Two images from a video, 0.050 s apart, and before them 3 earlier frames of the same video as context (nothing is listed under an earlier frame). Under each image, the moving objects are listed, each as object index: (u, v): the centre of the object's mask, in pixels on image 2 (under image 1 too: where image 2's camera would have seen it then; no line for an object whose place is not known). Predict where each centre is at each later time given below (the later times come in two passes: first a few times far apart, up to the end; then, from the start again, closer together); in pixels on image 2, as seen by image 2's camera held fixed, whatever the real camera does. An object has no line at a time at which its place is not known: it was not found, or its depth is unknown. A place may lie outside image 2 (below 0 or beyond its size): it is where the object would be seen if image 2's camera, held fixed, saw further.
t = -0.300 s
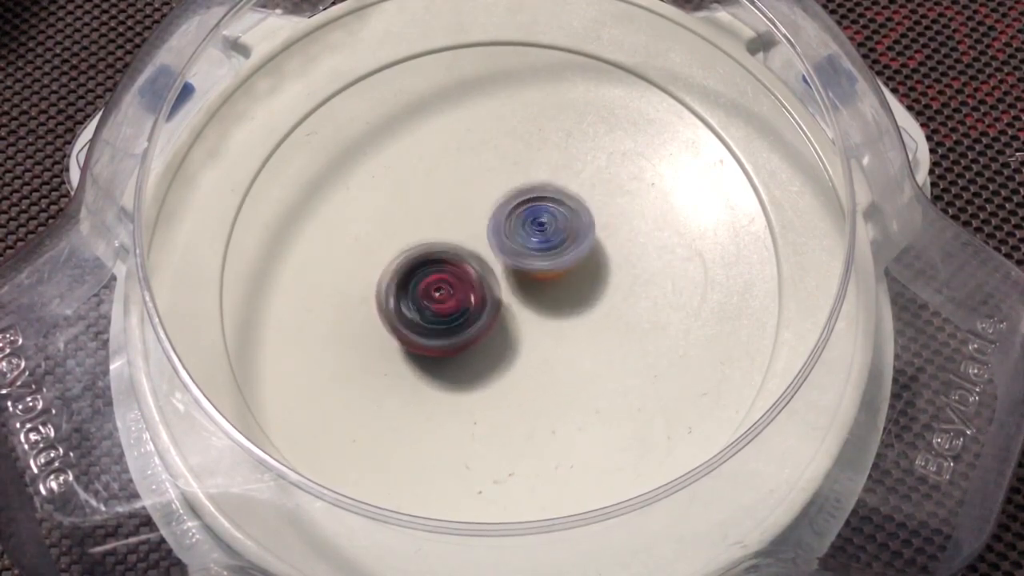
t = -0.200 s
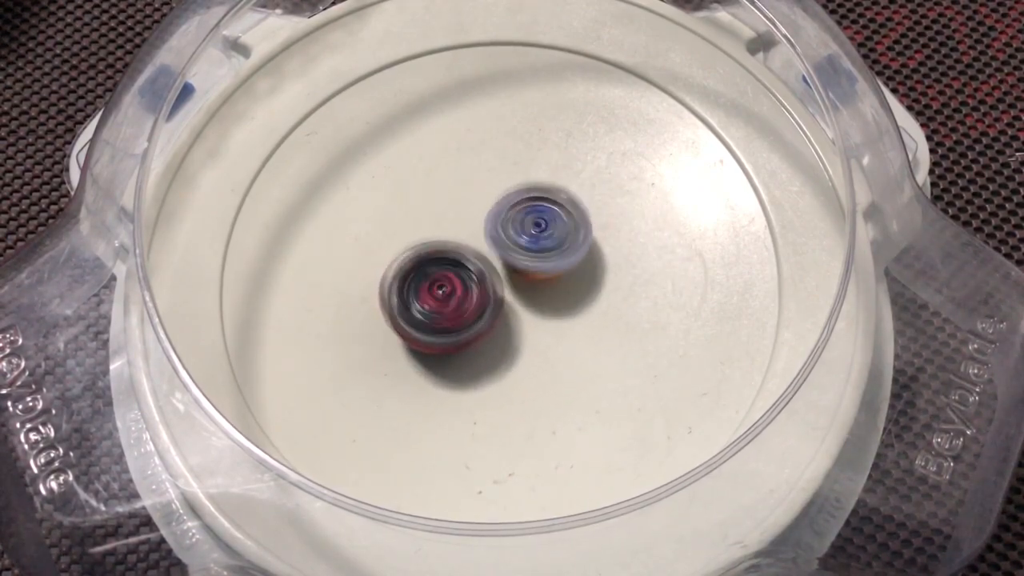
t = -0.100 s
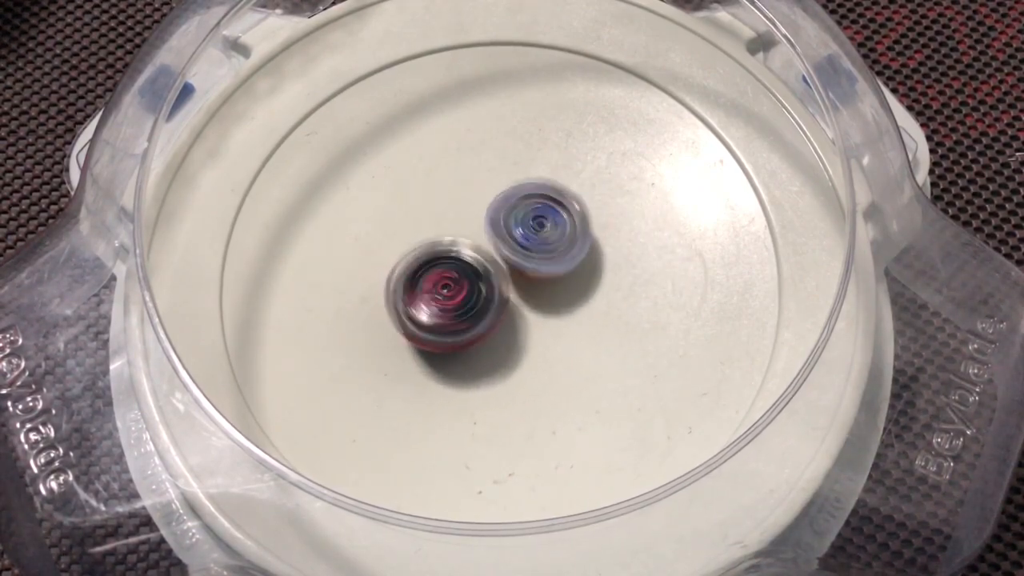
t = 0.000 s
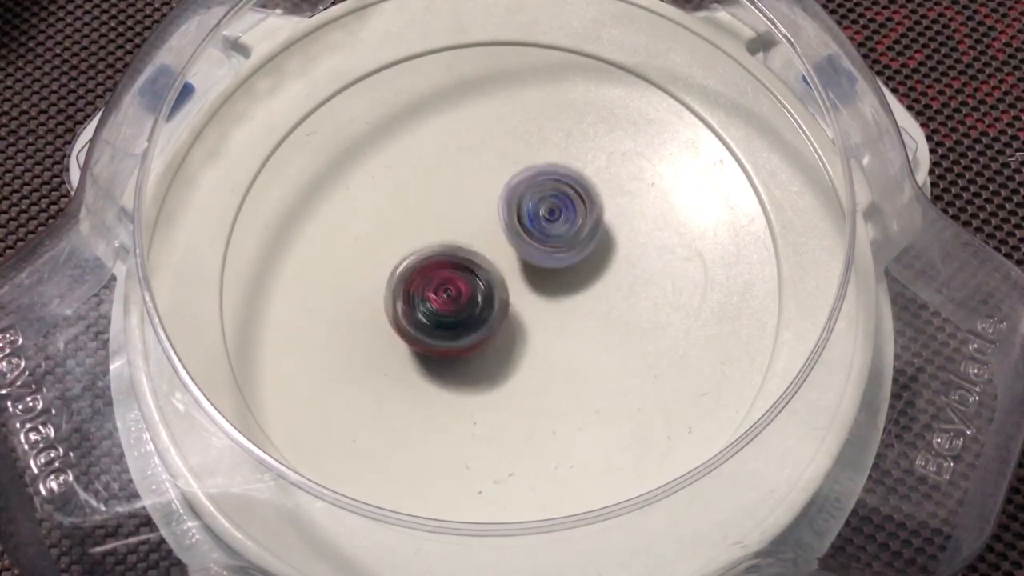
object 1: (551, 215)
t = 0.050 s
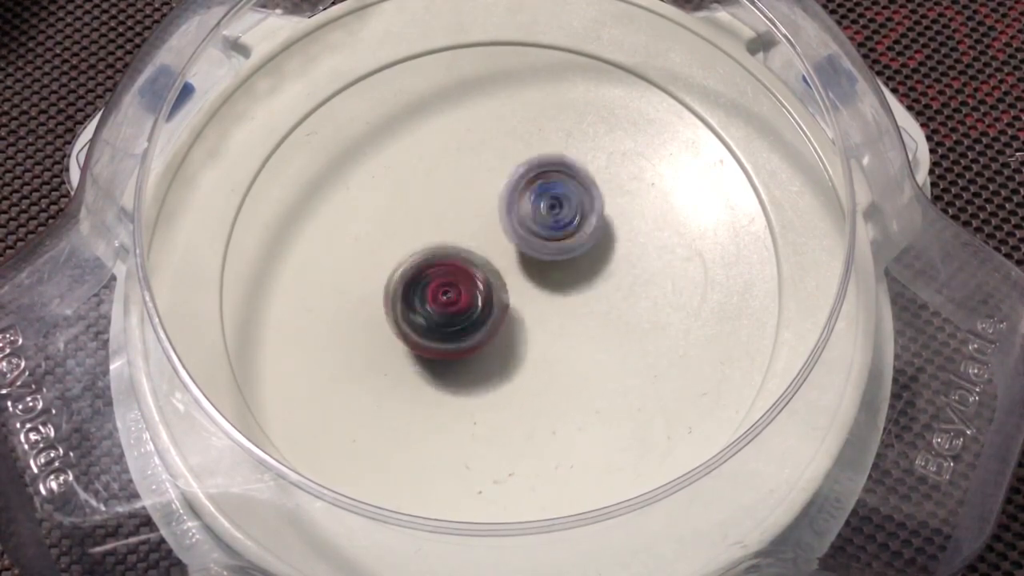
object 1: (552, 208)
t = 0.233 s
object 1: (544, 205)
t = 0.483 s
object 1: (555, 199)
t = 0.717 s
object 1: (541, 196)
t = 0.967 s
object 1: (543, 176)
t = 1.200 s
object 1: (522, 184)
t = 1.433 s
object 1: (519, 189)
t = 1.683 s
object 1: (504, 201)
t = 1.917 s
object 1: (498, 193)
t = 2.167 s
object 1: (501, 192)
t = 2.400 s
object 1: (484, 183)
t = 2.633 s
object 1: (469, 219)
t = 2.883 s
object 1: (425, 219)
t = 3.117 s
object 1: (398, 201)
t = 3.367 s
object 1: (422, 226)
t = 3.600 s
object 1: (363, 261)
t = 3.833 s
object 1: (341, 268)
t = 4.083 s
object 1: (385, 285)
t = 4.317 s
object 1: (397, 301)
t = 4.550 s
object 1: (411, 312)
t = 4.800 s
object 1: (440, 318)
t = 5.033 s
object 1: (420, 321)
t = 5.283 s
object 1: (431, 314)
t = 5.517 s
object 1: (421, 313)
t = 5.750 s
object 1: (452, 311)
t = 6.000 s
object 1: (465, 341)
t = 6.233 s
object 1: (470, 327)
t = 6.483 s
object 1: (479, 326)
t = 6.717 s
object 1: (467, 322)
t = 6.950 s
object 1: (467, 322)
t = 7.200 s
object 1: (467, 322)
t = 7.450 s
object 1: (467, 322)
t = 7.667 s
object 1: (467, 322)
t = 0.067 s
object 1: (552, 207)
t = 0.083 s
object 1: (552, 205)
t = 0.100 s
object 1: (553, 205)
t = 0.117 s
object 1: (554, 205)
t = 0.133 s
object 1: (554, 208)
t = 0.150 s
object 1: (551, 208)
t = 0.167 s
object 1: (550, 207)
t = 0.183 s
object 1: (550, 207)
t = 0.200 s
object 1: (547, 208)
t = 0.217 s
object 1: (546, 206)
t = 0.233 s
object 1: (544, 205)
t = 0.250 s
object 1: (544, 205)
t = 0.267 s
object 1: (542, 205)
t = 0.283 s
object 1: (542, 204)
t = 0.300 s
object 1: (540, 202)
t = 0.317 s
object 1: (542, 202)
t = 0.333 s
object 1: (539, 203)
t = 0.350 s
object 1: (542, 205)
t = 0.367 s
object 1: (545, 200)
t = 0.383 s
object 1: (552, 198)
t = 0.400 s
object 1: (551, 196)
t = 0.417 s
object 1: (555, 195)
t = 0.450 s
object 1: (559, 197)
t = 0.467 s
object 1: (555, 198)
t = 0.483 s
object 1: (555, 199)
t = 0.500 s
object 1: (551, 199)
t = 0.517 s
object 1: (550, 201)
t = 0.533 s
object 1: (545, 199)
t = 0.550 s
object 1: (545, 198)
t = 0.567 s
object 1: (544, 195)
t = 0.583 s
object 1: (545, 197)
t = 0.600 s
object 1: (542, 195)
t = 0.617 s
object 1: (544, 196)
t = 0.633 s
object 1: (543, 194)
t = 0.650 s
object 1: (544, 196)
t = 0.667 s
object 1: (541, 194)
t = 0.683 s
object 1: (542, 195)
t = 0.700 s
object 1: (541, 194)
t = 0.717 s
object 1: (541, 196)
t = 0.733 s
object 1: (539, 193)
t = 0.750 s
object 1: (540, 194)
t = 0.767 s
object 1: (539, 193)
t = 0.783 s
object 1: (540, 194)
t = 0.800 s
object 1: (542, 188)
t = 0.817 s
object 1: (547, 188)
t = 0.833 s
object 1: (547, 184)
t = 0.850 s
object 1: (548, 184)
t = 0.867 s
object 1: (547, 181)
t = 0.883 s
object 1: (548, 181)
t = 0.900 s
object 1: (546, 179)
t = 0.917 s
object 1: (544, 179)
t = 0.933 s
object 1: (543, 176)
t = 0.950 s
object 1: (543, 177)
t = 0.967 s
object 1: (543, 176)
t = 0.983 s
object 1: (543, 178)
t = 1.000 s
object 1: (541, 178)
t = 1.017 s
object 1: (539, 180)
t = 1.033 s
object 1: (537, 180)
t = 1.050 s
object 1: (535, 182)
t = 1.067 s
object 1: (532, 181)
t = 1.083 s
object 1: (530, 183)
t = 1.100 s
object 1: (529, 182)
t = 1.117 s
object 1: (527, 184)
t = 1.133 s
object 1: (525, 182)
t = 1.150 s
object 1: (524, 184)
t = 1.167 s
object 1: (523, 182)
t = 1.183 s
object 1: (522, 185)
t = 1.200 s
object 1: (522, 184)
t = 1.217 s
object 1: (524, 187)
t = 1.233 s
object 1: (522, 186)
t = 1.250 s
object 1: (522, 189)
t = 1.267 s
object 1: (521, 187)
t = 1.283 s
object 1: (523, 187)
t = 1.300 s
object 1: (522, 186)
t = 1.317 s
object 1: (526, 187)
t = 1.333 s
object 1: (524, 187)
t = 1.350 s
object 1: (527, 189)
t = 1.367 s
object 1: (523, 190)
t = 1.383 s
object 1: (524, 191)
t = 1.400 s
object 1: (520, 191)
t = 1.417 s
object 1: (521, 193)
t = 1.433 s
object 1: (519, 189)
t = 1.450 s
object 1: (523, 189)
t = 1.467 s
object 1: (521, 187)
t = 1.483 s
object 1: (524, 187)
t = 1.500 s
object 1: (523, 188)
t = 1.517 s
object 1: (525, 190)
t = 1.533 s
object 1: (523, 193)
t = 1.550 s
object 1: (523, 194)
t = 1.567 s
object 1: (520, 197)
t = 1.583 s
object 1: (518, 199)
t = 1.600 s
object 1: (514, 199)
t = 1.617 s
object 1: (512, 199)
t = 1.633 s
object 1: (509, 199)
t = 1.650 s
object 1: (508, 200)
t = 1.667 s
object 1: (504, 200)
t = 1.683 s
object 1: (504, 201)
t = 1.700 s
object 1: (501, 201)
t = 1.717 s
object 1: (501, 201)
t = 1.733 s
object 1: (498, 201)
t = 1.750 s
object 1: (501, 196)
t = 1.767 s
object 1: (500, 195)
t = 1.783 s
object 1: (502, 192)
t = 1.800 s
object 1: (501, 194)
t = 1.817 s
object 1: (501, 191)
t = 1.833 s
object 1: (501, 193)
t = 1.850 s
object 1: (500, 192)
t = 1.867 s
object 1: (501, 194)
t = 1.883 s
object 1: (500, 192)
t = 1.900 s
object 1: (501, 194)
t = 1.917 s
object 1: (498, 193)
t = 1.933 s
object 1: (500, 195)
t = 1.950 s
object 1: (496, 195)
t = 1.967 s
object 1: (499, 196)
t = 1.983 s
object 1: (496, 194)
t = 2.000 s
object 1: (498, 193)
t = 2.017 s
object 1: (496, 192)
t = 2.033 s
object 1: (500, 190)
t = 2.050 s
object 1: (499, 191)
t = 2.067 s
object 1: (502, 192)
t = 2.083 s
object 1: (501, 193)
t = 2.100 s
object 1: (501, 191)
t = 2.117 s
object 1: (502, 192)
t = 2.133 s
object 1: (502, 190)
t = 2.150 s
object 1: (503, 192)
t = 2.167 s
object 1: (501, 192)
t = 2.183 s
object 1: (502, 193)
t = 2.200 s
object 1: (499, 194)
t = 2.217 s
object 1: (498, 190)
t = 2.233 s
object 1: (494, 184)
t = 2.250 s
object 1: (493, 179)
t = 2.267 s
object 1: (490, 177)
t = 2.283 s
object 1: (489, 175)
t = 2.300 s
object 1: (488, 174)
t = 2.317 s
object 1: (488, 173)
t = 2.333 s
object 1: (488, 174)
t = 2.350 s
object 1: (488, 175)
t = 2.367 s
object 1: (488, 178)
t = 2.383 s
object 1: (486, 180)
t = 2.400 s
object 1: (484, 183)
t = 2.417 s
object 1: (482, 183)
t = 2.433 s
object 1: (482, 185)
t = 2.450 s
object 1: (480, 185)
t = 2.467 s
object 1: (483, 186)
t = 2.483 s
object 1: (482, 189)
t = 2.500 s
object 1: (484, 191)
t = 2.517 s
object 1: (481, 196)
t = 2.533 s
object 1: (481, 197)
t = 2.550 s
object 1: (479, 202)
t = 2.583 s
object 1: (478, 208)
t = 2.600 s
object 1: (475, 212)
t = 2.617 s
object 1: (474, 215)
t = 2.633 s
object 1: (469, 219)
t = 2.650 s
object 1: (469, 220)
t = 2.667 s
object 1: (463, 222)
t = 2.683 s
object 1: (461, 220)
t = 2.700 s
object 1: (456, 220)
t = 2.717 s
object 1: (450, 220)
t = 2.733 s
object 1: (448, 220)
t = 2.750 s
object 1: (441, 221)
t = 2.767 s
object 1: (442, 220)
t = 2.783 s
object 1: (436, 220)
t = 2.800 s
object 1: (436, 219)
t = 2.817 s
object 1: (431, 219)
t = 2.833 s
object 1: (429, 219)
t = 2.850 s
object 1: (429, 221)
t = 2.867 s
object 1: (423, 219)
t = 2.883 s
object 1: (425, 219)
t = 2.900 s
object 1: (421, 218)
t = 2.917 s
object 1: (423, 217)
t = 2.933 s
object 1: (422, 219)
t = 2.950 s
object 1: (421, 216)
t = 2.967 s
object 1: (421, 219)
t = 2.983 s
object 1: (420, 218)
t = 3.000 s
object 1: (421, 219)
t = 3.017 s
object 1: (419, 221)
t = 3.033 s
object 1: (420, 221)
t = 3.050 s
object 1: (419, 223)
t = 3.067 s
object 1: (412, 217)
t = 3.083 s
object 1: (406, 210)
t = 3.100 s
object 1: (399, 204)
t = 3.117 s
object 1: (398, 201)
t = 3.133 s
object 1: (394, 199)
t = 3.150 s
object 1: (395, 195)
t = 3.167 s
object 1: (399, 195)
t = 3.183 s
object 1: (401, 195)
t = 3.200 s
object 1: (408, 198)
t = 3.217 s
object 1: (408, 204)
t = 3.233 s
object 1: (410, 207)
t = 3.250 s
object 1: (413, 211)
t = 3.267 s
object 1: (414, 213)
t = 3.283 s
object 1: (415, 216)
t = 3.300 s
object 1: (416, 218)
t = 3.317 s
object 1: (417, 219)
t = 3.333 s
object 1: (417, 221)
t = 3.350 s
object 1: (420, 222)
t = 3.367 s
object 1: (422, 226)
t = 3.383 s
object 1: (423, 227)
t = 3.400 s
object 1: (428, 231)
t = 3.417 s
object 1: (429, 236)
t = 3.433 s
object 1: (433, 239)
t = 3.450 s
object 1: (435, 247)
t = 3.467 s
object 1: (437, 249)
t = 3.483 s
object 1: (438, 252)
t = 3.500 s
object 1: (422, 257)
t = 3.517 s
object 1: (410, 256)
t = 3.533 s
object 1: (401, 253)
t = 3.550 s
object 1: (386, 255)
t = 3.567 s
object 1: (376, 253)
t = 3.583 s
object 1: (371, 253)
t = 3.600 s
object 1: (363, 261)
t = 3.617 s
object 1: (356, 261)
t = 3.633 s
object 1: (354, 263)
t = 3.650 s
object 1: (345, 265)
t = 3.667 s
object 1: (341, 262)
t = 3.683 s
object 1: (341, 266)
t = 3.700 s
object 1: (336, 265)
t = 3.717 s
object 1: (334, 264)
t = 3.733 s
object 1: (335, 266)
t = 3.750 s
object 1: (331, 266)
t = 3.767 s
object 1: (331, 263)
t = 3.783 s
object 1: (335, 264)
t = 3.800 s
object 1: (334, 265)
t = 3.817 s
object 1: (336, 265)
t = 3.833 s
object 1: (341, 268)
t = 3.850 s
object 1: (343, 270)
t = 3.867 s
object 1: (345, 268)
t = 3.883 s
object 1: (350, 267)
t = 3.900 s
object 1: (354, 268)
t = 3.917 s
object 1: (358, 270)
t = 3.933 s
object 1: (365, 272)
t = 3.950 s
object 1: (370, 273)
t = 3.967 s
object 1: (376, 274)
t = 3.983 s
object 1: (382, 275)
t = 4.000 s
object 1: (392, 276)
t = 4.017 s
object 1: (394, 280)
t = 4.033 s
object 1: (387, 283)
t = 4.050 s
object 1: (383, 282)
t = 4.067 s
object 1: (385, 281)
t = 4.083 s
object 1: (385, 285)
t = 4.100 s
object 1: (383, 288)
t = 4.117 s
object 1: (386, 288)
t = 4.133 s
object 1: (388, 293)
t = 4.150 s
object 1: (384, 296)
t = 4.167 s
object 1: (385, 295)
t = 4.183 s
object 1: (387, 298)
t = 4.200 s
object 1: (384, 301)
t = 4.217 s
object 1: (386, 300)
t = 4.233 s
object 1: (389, 300)
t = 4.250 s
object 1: (387, 303)
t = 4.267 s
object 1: (388, 302)
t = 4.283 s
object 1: (393, 301)
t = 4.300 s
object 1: (395, 302)
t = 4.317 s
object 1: (397, 301)
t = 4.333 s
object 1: (403, 302)
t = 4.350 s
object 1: (410, 305)
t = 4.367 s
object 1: (409, 306)
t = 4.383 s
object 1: (410, 306)
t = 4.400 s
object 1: (412, 309)
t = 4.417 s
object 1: (411, 312)
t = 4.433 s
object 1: (411, 312)
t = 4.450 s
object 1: (412, 314)
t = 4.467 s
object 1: (412, 312)
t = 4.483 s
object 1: (414, 309)
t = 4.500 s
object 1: (419, 306)
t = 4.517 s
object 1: (420, 306)
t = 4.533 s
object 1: (415, 309)
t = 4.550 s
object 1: (411, 312)
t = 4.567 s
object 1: (406, 314)
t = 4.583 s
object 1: (404, 313)
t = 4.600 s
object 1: (407, 311)
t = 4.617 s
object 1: (409, 312)
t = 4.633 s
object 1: (408, 314)
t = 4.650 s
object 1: (410, 312)
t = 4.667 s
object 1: (416, 313)
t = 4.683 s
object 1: (417, 314)
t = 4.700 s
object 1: (417, 313)
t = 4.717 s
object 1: (421, 312)
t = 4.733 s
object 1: (428, 314)
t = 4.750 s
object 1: (430, 316)
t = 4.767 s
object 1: (434, 316)
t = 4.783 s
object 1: (438, 316)
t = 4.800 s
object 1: (440, 318)
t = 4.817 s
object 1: (440, 318)
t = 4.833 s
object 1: (437, 319)
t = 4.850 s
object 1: (434, 319)
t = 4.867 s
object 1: (431, 318)
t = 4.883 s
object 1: (430, 317)
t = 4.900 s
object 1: (430, 317)
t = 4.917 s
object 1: (427, 316)
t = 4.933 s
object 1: (425, 313)
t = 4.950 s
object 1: (428, 310)
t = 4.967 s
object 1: (429, 311)
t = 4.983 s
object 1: (425, 315)
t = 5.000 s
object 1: (423, 316)
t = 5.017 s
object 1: (423, 318)
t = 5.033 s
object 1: (420, 321)
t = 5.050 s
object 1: (416, 324)
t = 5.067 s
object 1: (416, 324)
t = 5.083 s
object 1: (419, 324)
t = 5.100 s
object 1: (417, 325)
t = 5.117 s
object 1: (415, 321)
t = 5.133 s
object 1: (418, 322)
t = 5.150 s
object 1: (421, 321)
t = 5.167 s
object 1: (422, 322)
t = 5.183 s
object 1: (421, 320)
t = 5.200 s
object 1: (421, 318)
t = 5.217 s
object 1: (425, 318)
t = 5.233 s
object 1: (427, 318)
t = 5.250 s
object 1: (427, 316)
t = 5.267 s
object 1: (430, 313)
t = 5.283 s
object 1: (431, 314)
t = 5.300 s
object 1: (426, 317)
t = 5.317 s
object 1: (423, 314)
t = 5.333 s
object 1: (424, 312)
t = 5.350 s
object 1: (425, 311)
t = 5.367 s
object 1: (423, 311)
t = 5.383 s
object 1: (422, 309)
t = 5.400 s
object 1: (422, 312)
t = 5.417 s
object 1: (420, 314)
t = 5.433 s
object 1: (416, 315)
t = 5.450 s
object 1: (417, 313)
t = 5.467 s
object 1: (420, 310)
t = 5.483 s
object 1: (423, 311)
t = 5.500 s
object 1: (423, 311)
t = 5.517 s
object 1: (421, 313)
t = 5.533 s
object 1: (425, 312)
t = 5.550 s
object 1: (429, 315)
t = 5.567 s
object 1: (430, 316)
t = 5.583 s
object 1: (430, 316)
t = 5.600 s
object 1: (430, 314)
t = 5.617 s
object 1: (432, 313)
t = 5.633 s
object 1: (432, 313)
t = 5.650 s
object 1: (434, 312)
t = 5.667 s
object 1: (436, 312)
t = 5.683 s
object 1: (438, 311)
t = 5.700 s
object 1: (441, 310)
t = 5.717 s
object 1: (444, 310)
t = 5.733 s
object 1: (448, 309)
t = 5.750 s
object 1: (452, 311)
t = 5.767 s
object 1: (455, 311)
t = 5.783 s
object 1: (459, 311)
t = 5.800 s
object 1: (463, 312)
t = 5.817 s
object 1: (466, 316)
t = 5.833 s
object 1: (466, 318)
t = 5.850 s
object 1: (465, 323)
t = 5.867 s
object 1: (463, 327)
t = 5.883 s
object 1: (463, 331)
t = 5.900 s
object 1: (461, 337)
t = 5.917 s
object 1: (459, 342)
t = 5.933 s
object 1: (457, 345)
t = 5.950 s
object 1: (458, 343)
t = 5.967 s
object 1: (461, 342)
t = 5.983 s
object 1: (464, 339)
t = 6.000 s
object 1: (465, 341)
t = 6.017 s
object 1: (464, 342)
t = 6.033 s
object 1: (463, 341)
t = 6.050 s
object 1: (464, 339)
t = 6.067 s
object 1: (466, 340)
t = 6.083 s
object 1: (469, 338)
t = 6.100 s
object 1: (468, 338)
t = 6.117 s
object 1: (466, 336)
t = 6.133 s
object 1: (464, 335)
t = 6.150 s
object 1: (463, 333)
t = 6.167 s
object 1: (463, 331)
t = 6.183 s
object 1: (465, 330)
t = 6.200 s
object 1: (466, 329)
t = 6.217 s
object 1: (468, 328)
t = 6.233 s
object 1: (470, 327)
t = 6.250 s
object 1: (470, 327)
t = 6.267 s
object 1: (471, 326)
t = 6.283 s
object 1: (472, 326)
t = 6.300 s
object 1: (473, 325)
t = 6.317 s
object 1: (474, 326)
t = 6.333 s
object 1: (474, 326)
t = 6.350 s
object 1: (474, 326)
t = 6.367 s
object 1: (475, 325)
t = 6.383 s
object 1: (474, 325)
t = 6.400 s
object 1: (474, 326)
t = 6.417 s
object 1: (474, 326)
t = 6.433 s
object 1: (476, 326)
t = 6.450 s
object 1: (478, 326)
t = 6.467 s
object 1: (479, 326)
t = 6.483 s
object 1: (479, 326)
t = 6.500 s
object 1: (480, 327)
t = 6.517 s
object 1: (480, 327)
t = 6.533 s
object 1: (479, 328)
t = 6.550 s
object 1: (479, 327)
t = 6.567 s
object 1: (478, 327)
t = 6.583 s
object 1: (477, 327)
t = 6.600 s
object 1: (475, 326)
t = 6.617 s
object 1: (473, 325)
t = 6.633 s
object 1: (471, 325)
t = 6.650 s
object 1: (470, 324)
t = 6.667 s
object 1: (469, 323)
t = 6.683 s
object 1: (468, 323)
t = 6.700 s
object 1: (467, 322)
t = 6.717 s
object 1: (467, 322)
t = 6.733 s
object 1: (467, 321)
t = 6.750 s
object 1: (467, 321)
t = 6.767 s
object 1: (467, 322)
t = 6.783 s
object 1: (467, 322)
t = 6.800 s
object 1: (467, 322)
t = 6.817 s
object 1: (467, 321)
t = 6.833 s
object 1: (467, 321)
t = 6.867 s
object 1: (467, 321)
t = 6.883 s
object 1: (467, 322)
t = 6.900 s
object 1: (467, 321)
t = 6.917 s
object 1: (467, 322)
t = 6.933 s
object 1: (467, 322)
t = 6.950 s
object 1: (467, 322)
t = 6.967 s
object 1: (467, 322)
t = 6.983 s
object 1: (467, 322)
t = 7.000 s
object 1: (467, 322)
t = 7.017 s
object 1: (467, 322)
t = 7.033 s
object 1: (467, 322)
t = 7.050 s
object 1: (467, 322)
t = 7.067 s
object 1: (467, 322)
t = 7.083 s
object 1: (467, 322)
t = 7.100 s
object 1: (467, 322)
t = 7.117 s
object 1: (467, 322)
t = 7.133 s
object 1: (467, 322)
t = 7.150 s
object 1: (467, 322)
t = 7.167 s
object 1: (467, 322)
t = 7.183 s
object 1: (467, 322)
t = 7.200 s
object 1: (467, 322)
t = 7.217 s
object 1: (467, 322)
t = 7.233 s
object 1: (467, 322)
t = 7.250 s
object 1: (467, 322)
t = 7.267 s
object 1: (467, 322)
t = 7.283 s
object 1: (467, 322)
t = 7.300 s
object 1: (467, 322)
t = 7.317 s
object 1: (467, 322)
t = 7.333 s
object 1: (467, 322)
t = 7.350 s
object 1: (467, 322)
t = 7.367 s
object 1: (467, 322)
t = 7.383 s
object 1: (467, 322)
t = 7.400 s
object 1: (467, 322)
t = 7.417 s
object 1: (467, 322)
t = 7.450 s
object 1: (467, 322)
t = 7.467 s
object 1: (467, 322)
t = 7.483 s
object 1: (467, 322)
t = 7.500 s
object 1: (467, 322)
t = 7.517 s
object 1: (467, 322)
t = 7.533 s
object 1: (467, 322)
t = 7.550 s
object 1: (467, 322)
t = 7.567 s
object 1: (467, 322)
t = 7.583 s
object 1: (467, 322)
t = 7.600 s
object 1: (467, 322)
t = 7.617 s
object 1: (467, 321)
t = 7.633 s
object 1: (467, 322)
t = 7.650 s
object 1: (467, 322)
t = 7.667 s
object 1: (467, 322)
